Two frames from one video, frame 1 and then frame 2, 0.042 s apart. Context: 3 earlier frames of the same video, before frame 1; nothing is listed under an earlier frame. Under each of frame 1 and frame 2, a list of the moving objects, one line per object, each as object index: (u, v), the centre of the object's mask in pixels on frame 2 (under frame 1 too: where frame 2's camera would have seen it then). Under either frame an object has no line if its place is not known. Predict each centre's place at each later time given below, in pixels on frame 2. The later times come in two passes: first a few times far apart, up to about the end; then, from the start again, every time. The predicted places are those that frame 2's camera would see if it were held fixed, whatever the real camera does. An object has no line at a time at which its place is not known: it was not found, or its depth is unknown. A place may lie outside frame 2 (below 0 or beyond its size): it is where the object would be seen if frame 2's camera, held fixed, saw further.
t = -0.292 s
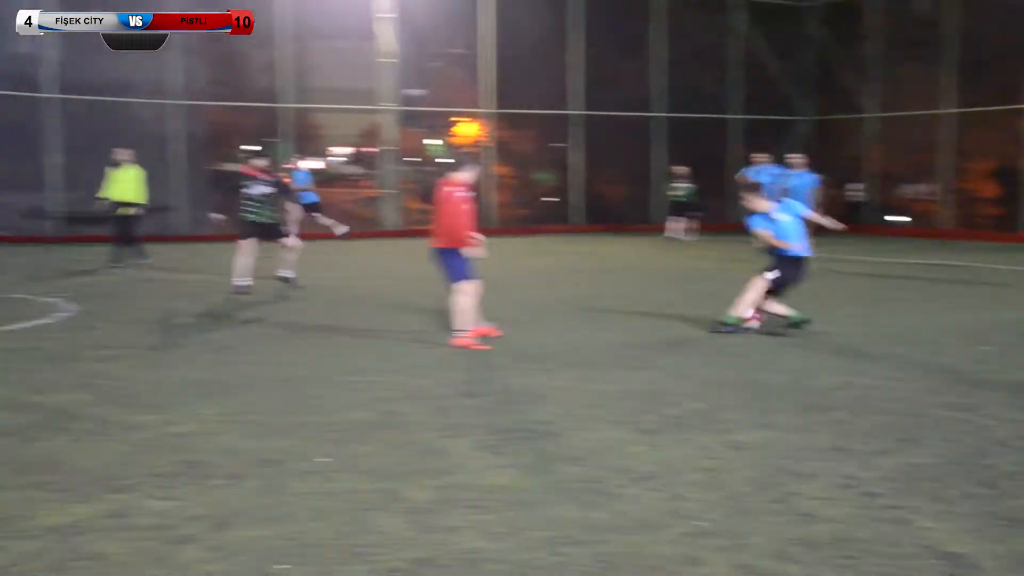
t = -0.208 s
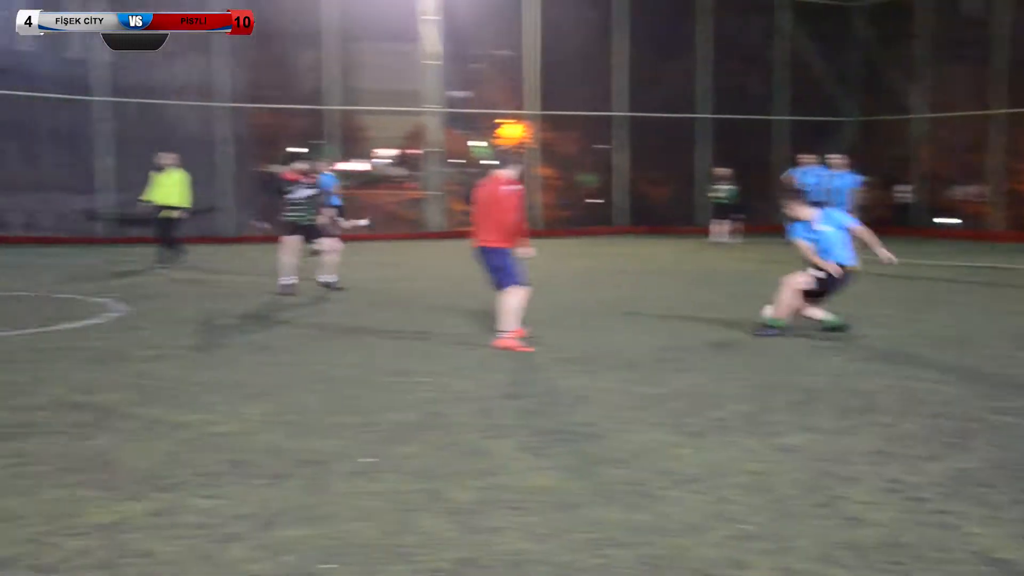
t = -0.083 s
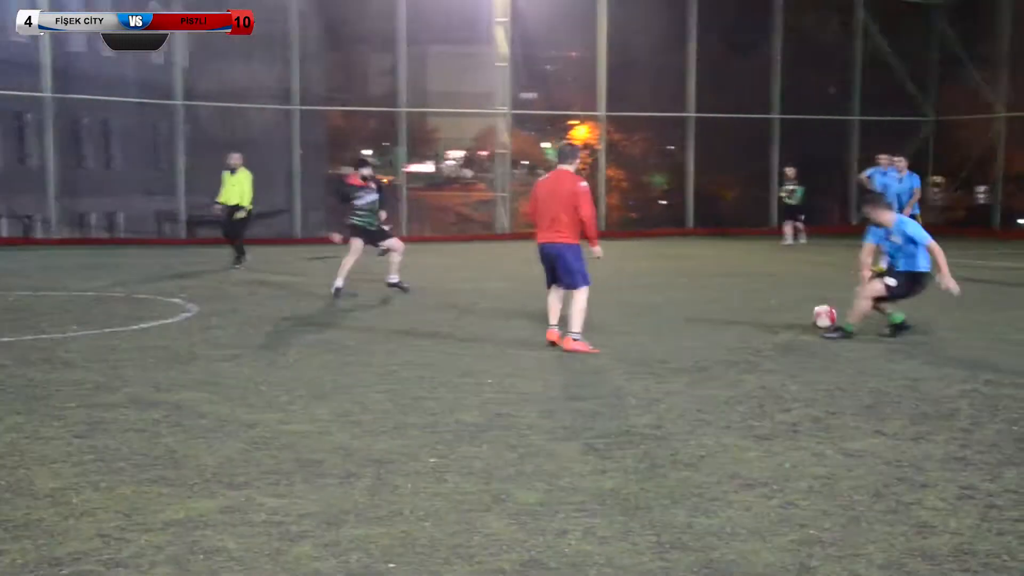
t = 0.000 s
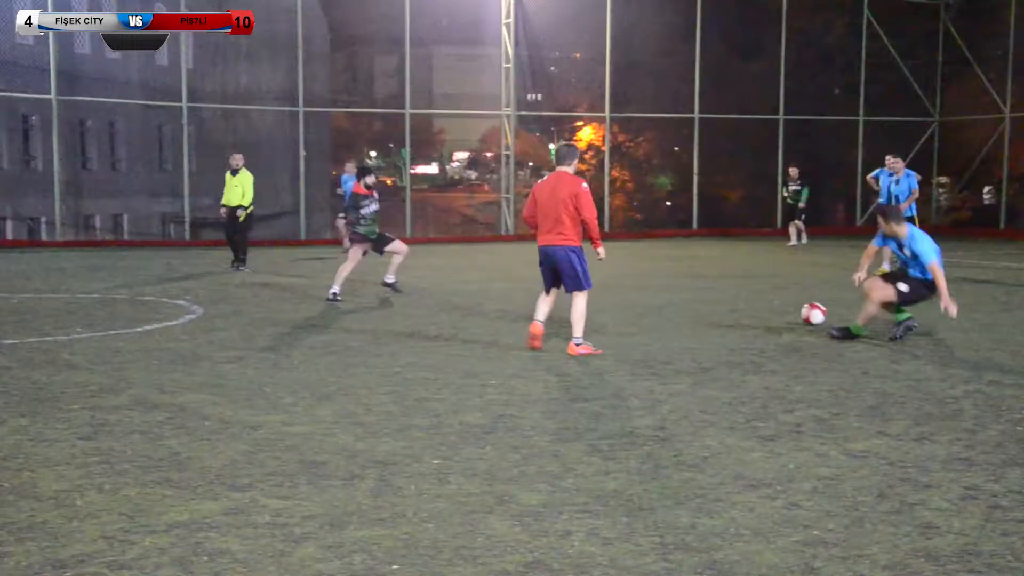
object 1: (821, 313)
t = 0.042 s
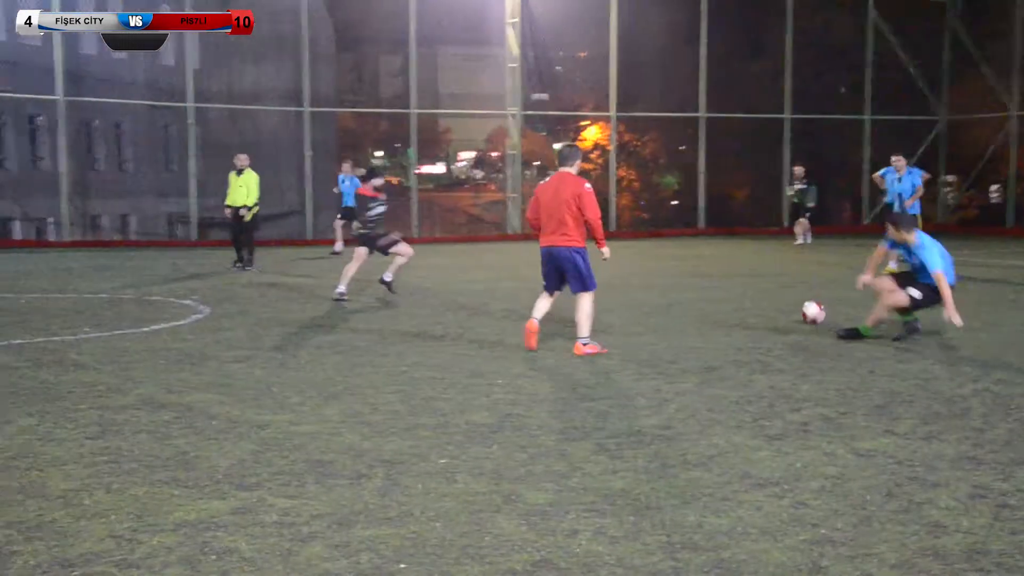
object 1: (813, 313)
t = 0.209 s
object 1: (786, 308)
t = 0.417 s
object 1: (757, 303)
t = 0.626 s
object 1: (730, 298)
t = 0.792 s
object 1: (711, 294)
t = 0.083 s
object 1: (806, 312)
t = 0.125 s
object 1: (799, 310)
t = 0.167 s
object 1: (792, 309)
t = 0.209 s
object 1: (786, 308)
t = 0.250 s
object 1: (780, 306)
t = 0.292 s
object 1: (775, 306)
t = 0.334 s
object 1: (768, 304)
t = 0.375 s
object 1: (762, 304)
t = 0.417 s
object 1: (757, 303)
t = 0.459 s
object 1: (752, 301)
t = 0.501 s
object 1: (746, 301)
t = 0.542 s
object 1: (741, 300)
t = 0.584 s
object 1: (735, 299)
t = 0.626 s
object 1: (730, 298)
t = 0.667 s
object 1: (726, 298)
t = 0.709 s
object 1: (720, 296)
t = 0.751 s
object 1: (716, 296)
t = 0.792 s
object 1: (711, 294)
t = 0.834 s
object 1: (705, 294)
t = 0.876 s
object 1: (697, 292)
